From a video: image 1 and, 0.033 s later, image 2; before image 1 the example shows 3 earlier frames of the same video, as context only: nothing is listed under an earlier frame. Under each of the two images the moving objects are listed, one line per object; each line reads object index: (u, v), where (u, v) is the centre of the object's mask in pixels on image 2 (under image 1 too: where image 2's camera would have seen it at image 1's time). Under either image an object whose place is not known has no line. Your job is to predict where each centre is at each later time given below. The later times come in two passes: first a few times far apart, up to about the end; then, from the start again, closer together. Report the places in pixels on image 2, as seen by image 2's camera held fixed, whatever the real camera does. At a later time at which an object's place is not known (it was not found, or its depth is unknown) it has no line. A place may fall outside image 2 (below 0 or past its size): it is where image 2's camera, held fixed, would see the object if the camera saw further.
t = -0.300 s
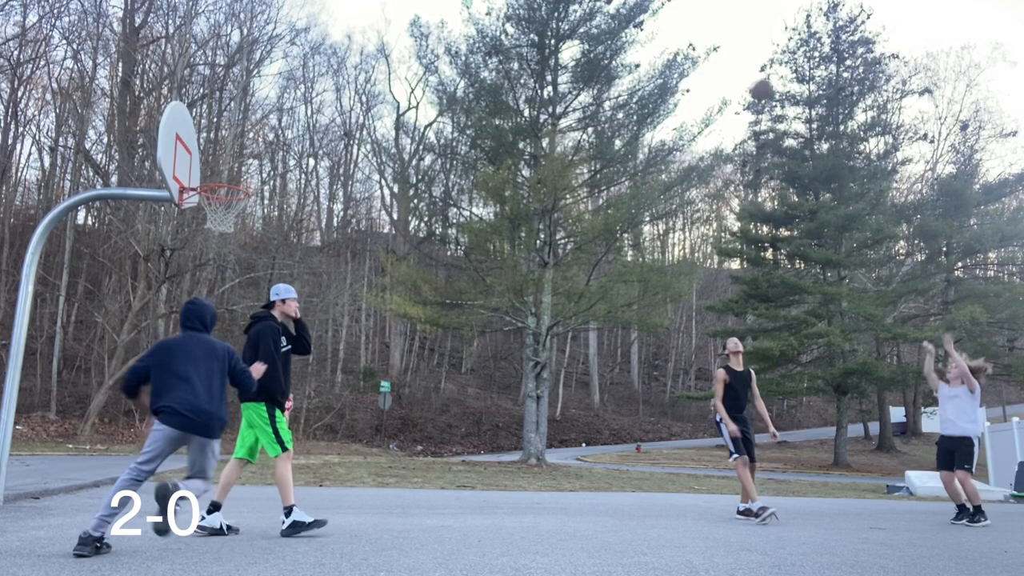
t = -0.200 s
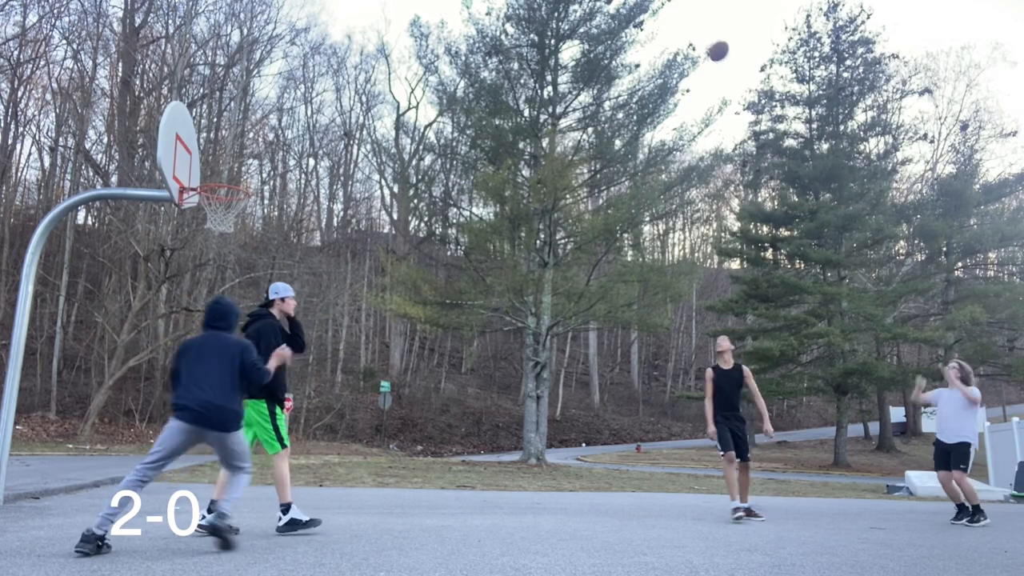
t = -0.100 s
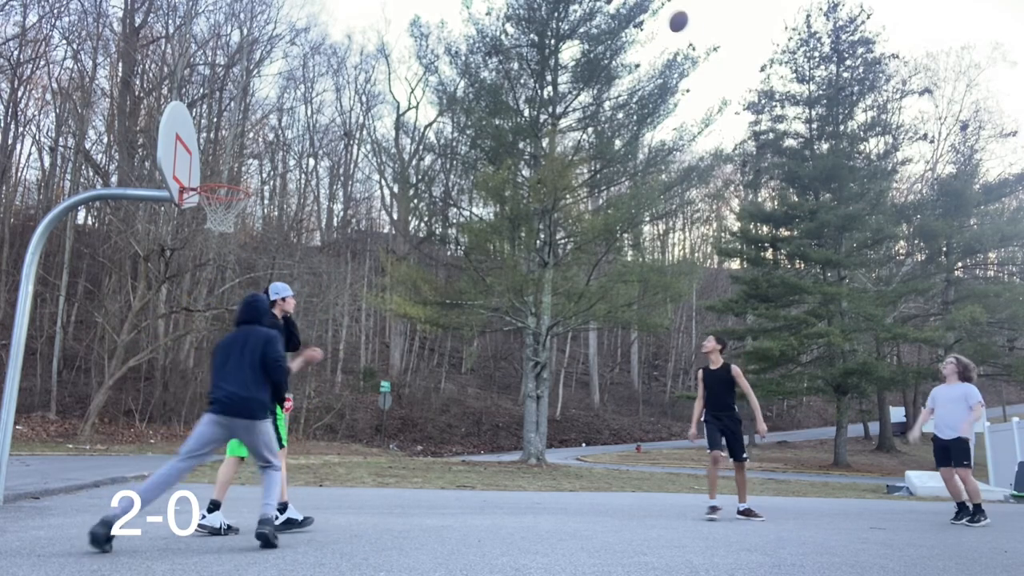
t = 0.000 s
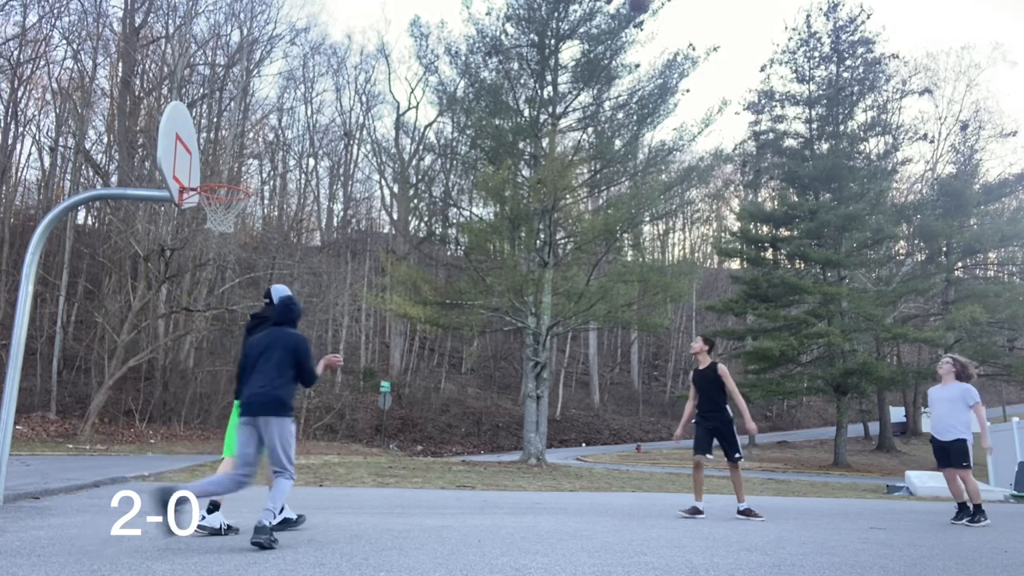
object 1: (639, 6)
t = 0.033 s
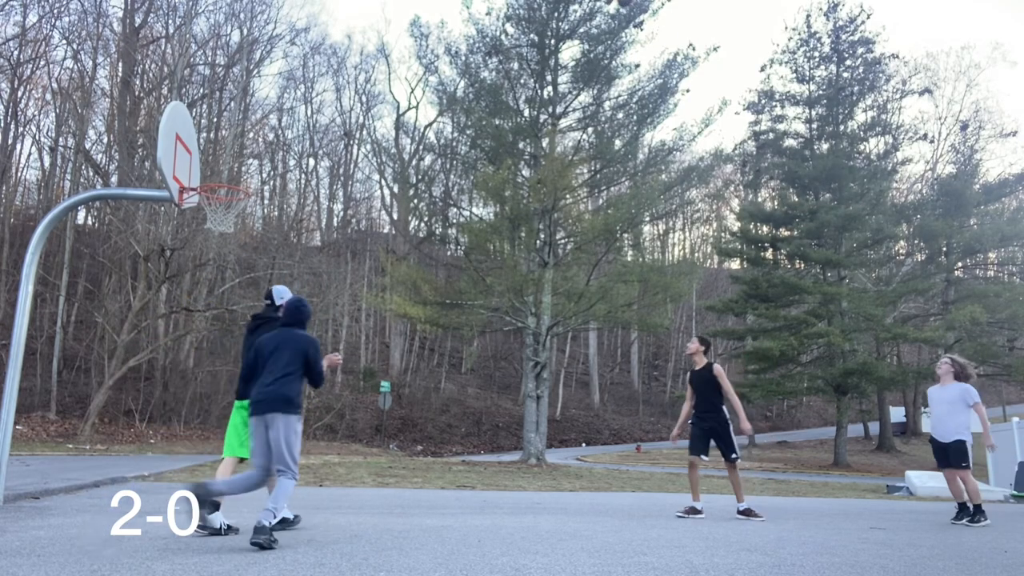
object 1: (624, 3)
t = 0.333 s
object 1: (507, 1)
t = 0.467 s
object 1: (451, 15)
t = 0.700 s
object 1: (351, 97)
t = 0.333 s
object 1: (507, 1)
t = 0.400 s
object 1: (480, 6)
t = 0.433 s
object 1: (466, 9)
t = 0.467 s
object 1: (451, 15)
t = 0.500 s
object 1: (437, 23)
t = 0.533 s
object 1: (423, 33)
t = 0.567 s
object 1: (410, 43)
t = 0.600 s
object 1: (394, 55)
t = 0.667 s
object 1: (365, 82)
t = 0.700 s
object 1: (351, 97)
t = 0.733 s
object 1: (337, 113)
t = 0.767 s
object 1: (319, 132)
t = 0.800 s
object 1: (305, 150)
